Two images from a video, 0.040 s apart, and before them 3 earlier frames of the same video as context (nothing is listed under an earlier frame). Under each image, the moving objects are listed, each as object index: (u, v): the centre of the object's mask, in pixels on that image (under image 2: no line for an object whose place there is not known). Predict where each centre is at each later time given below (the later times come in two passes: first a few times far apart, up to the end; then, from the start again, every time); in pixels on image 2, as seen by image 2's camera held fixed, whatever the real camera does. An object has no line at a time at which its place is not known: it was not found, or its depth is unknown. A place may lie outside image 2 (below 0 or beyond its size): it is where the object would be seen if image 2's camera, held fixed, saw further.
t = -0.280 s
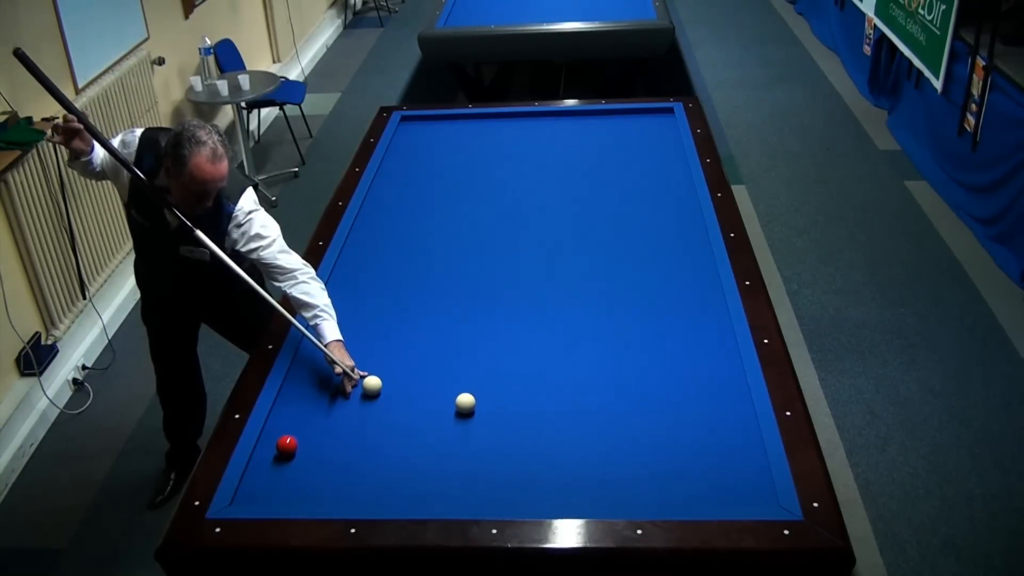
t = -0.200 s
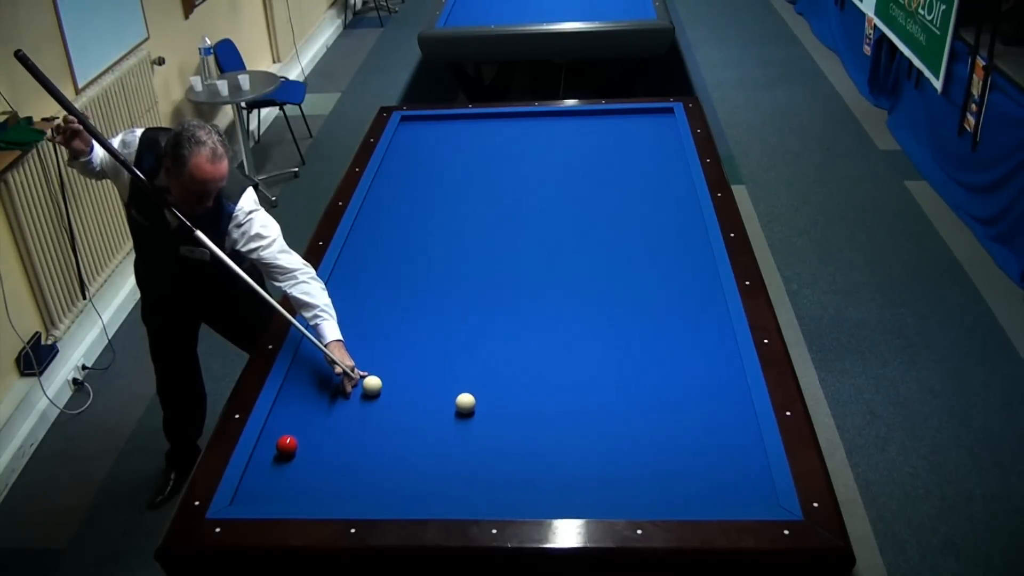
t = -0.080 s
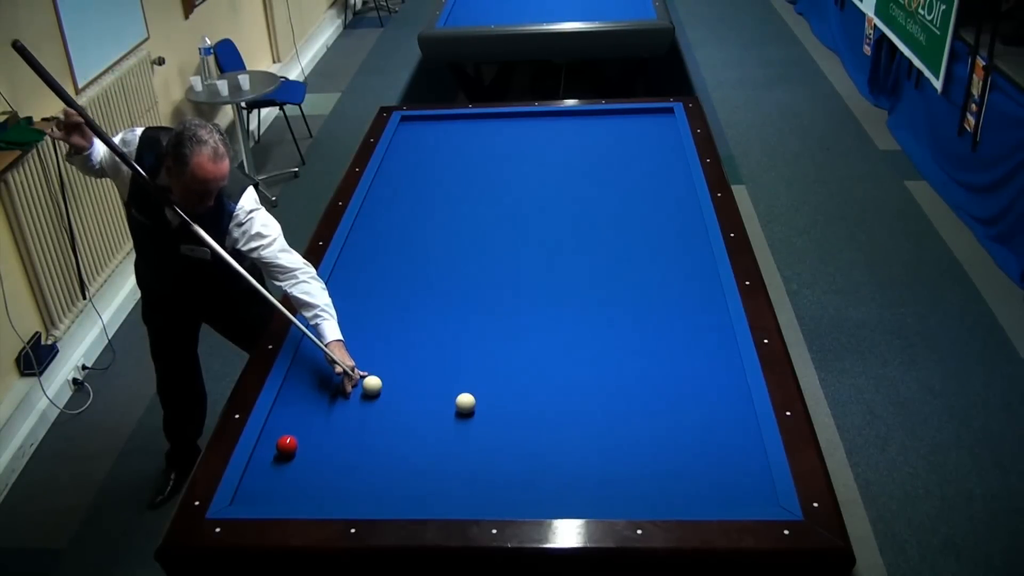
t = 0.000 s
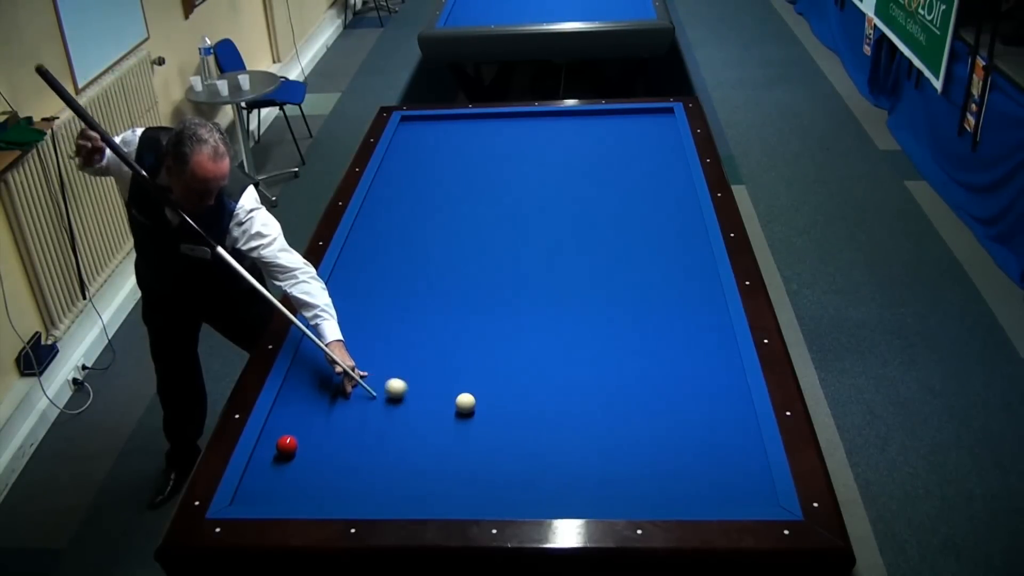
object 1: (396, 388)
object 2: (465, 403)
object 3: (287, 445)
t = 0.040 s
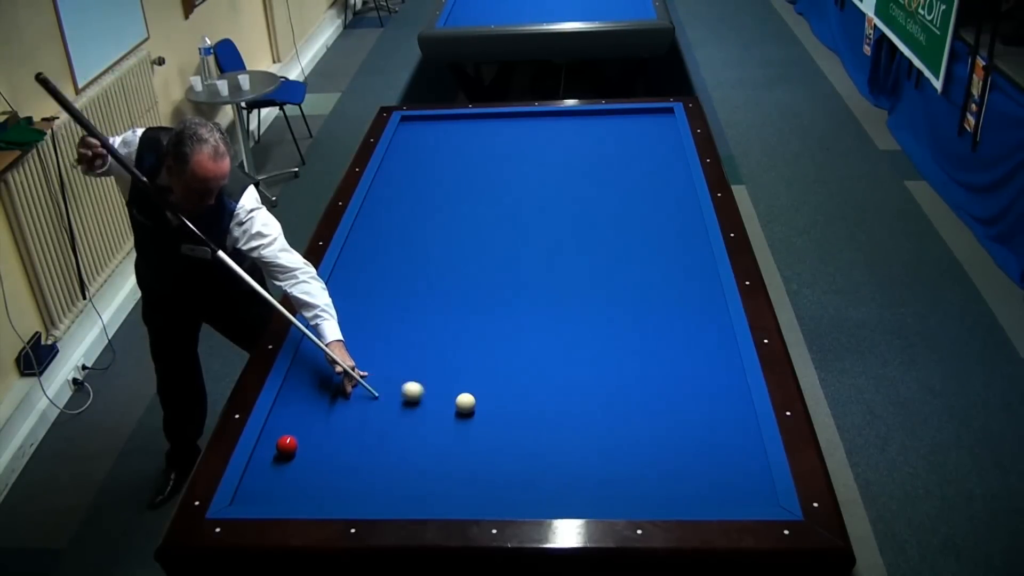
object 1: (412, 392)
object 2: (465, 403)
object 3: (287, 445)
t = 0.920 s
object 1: (387, 455)
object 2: (712, 440)
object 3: (287, 445)
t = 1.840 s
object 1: (309, 486)
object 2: (615, 464)
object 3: (287, 445)
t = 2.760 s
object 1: (268, 455)
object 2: (472, 480)
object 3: (290, 444)
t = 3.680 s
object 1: (275, 444)
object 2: (342, 494)
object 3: (321, 424)
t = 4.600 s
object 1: (277, 442)
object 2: (249, 493)
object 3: (342, 411)
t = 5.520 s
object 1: (277, 442)
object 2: (298, 488)
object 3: (353, 405)
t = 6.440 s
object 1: (277, 442)
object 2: (333, 483)
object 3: (355, 405)
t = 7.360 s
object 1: (277, 442)
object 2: (355, 480)
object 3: (355, 405)
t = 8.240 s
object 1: (277, 442)
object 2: (363, 479)
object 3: (355, 405)
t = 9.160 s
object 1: (277, 442)
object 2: (363, 479)
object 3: (355, 405)
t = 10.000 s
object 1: (277, 442)
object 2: (363, 478)
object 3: (355, 405)
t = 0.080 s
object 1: (428, 395)
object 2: (465, 403)
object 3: (287, 445)
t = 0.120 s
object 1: (444, 399)
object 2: (465, 403)
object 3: (287, 445)
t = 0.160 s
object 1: (446, 401)
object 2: (478, 404)
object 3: (287, 445)
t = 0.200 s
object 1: (445, 402)
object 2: (492, 407)
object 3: (287, 445)
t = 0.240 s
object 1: (443, 404)
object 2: (506, 409)
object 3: (287, 445)
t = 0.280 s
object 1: (440, 407)
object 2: (519, 411)
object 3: (287, 445)
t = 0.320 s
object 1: (438, 409)
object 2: (531, 412)
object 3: (287, 445)
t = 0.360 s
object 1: (434, 412)
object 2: (542, 414)
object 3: (287, 445)
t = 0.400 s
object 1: (431, 415)
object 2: (554, 416)
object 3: (287, 445)
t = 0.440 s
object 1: (428, 419)
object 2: (566, 418)
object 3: (287, 445)
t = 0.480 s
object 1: (424, 421)
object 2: (578, 420)
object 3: (287, 445)
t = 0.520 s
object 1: (421, 424)
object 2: (590, 422)
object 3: (287, 445)
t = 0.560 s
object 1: (418, 428)
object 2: (602, 423)
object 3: (287, 445)
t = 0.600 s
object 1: (415, 430)
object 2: (614, 425)
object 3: (287, 445)
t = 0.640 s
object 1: (411, 434)
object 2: (626, 427)
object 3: (287, 445)
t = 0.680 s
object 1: (408, 436)
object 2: (638, 429)
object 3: (287, 445)
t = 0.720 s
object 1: (404, 440)
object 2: (650, 431)
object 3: (287, 445)
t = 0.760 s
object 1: (401, 443)
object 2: (663, 433)
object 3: (287, 445)
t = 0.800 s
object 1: (398, 446)
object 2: (675, 434)
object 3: (287, 445)
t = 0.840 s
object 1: (394, 449)
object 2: (687, 436)
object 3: (287, 445)
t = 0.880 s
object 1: (391, 452)
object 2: (700, 438)
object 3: (287, 445)
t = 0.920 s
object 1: (387, 455)
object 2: (712, 440)
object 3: (287, 445)
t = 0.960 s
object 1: (384, 458)
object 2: (724, 442)
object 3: (287, 445)
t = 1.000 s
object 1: (381, 461)
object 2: (737, 445)
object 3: (287, 445)
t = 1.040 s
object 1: (377, 465)
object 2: (750, 447)
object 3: (287, 445)
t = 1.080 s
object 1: (374, 468)
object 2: (748, 447)
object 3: (287, 445)
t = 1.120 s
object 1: (370, 471)
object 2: (738, 449)
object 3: (287, 445)
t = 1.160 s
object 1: (367, 474)
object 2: (730, 449)
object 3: (287, 445)
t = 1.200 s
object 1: (364, 477)
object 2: (722, 450)
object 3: (287, 445)
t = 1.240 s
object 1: (360, 480)
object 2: (716, 450)
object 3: (287, 445)
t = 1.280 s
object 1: (357, 483)
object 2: (709, 451)
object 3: (287, 445)
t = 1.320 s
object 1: (353, 486)
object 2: (702, 452)
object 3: (287, 445)
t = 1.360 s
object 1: (350, 489)
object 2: (695, 453)
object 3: (287, 445)
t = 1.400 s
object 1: (347, 492)
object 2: (688, 454)
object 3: (287, 445)
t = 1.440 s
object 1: (343, 494)
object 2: (682, 455)
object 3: (287, 445)
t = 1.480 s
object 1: (340, 497)
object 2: (675, 456)
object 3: (287, 445)
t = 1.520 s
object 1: (336, 497)
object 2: (668, 456)
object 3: (287, 445)
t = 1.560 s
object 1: (333, 495)
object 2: (662, 457)
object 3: (287, 445)
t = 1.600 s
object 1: (329, 494)
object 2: (655, 458)
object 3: (287, 445)
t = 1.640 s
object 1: (326, 493)
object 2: (648, 458)
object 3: (287, 445)
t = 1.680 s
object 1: (323, 491)
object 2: (642, 460)
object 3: (287, 445)
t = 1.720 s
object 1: (319, 490)
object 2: (635, 461)
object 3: (287, 445)
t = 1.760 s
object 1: (316, 488)
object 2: (629, 462)
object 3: (287, 445)
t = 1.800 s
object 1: (312, 487)
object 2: (622, 462)
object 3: (287, 445)
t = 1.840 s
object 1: (309, 486)
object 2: (615, 464)
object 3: (287, 445)
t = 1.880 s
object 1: (306, 485)
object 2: (609, 464)
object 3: (287, 445)
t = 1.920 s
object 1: (303, 483)
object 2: (602, 464)
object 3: (287, 445)
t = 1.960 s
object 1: (299, 482)
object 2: (596, 466)
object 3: (287, 445)
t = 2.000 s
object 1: (296, 481)
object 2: (589, 466)
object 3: (287, 445)
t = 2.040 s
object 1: (293, 480)
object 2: (583, 467)
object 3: (287, 445)
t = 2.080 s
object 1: (290, 478)
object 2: (576, 468)
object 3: (287, 445)
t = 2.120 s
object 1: (287, 477)
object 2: (570, 469)
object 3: (287, 445)
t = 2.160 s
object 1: (284, 476)
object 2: (564, 470)
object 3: (287, 445)
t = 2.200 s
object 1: (281, 475)
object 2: (557, 470)
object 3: (287, 445)
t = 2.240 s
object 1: (278, 473)
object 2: (551, 471)
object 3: (287, 445)
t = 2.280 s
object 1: (276, 472)
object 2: (545, 471)
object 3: (287, 445)
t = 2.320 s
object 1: (272, 471)
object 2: (539, 473)
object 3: (287, 445)
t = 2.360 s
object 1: (270, 470)
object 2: (533, 474)
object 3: (287, 445)
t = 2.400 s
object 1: (267, 468)
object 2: (526, 474)
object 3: (287, 445)
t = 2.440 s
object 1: (264, 467)
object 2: (520, 475)
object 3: (287, 445)
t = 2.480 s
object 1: (262, 466)
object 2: (514, 476)
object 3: (287, 445)
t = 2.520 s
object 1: (259, 465)
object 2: (508, 477)
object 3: (287, 445)
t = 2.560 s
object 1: (259, 463)
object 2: (502, 477)
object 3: (287, 445)
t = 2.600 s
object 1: (261, 462)
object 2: (496, 478)
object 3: (287, 445)
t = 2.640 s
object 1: (264, 459)
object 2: (490, 478)
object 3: (287, 445)
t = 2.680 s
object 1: (266, 457)
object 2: (484, 479)
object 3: (287, 445)
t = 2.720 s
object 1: (267, 456)
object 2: (478, 479)
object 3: (288, 445)
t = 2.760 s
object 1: (268, 455)
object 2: (472, 480)
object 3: (290, 444)
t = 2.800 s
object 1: (268, 455)
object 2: (466, 481)
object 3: (291, 443)
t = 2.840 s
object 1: (268, 455)
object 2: (460, 481)
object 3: (293, 442)
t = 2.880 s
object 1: (269, 453)
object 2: (454, 482)
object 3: (294, 441)
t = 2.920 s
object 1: (269, 453)
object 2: (448, 483)
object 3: (296, 440)
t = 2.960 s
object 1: (270, 452)
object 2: (442, 484)
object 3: (297, 439)
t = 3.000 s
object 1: (270, 452)
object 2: (437, 485)
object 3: (299, 439)
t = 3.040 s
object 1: (270, 451)
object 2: (431, 486)
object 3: (300, 437)
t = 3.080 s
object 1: (271, 450)
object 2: (425, 486)
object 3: (302, 436)
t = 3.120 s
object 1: (271, 450)
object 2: (419, 486)
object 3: (303, 435)
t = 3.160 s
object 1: (271, 449)
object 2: (413, 487)
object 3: (305, 434)
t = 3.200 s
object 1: (272, 449)
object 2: (408, 487)
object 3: (306, 433)
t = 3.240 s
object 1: (272, 449)
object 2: (402, 489)
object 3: (308, 432)
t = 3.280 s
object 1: (272, 448)
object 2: (396, 489)
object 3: (309, 432)
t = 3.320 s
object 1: (273, 448)
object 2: (391, 490)
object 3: (310, 431)
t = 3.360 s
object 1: (273, 447)
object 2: (385, 490)
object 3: (311, 429)
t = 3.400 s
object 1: (273, 447)
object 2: (379, 491)
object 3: (313, 429)
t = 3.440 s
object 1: (274, 446)
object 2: (374, 492)
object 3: (314, 429)
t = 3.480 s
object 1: (274, 447)
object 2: (368, 492)
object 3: (315, 428)
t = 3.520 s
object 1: (274, 446)
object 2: (363, 493)
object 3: (316, 427)
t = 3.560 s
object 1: (274, 446)
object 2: (357, 493)
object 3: (317, 426)
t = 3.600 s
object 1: (275, 445)
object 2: (352, 494)
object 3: (318, 426)
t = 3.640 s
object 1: (275, 445)
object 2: (347, 494)
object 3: (319, 425)
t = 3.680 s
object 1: (275, 444)
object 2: (342, 494)
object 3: (321, 424)
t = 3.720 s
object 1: (275, 444)
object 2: (336, 495)
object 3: (322, 423)
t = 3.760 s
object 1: (276, 444)
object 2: (331, 495)
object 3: (323, 422)
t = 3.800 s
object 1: (276, 444)
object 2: (326, 496)
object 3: (324, 421)
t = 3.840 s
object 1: (276, 443)
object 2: (321, 496)
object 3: (325, 421)
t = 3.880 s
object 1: (276, 443)
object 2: (315, 496)
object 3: (326, 421)
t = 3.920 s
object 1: (276, 443)
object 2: (311, 497)
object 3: (327, 420)
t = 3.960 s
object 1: (277, 443)
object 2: (305, 497)
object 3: (328, 419)
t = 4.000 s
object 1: (277, 443)
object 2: (301, 497)
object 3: (329, 419)
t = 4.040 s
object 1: (277, 442)
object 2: (296, 497)
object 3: (330, 418)
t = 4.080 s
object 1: (277, 442)
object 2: (292, 497)
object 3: (331, 417)
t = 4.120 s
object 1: (277, 442)
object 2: (288, 496)
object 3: (332, 417)
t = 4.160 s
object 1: (277, 442)
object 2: (284, 496)
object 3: (333, 416)
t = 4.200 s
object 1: (277, 442)
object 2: (279, 496)
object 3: (334, 416)
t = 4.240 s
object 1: (277, 442)
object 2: (275, 495)
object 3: (335, 415)
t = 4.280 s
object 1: (277, 442)
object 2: (271, 495)
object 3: (336, 415)
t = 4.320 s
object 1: (277, 442)
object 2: (267, 495)
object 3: (337, 414)
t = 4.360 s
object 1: (277, 442)
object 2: (263, 495)
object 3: (338, 413)
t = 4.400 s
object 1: (277, 442)
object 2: (259, 494)
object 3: (338, 413)
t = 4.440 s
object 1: (277, 442)
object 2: (255, 494)
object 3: (339, 412)
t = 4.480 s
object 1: (277, 442)
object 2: (251, 494)
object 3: (340, 412)
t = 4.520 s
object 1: (277, 442)
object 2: (248, 494)
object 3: (341, 412)
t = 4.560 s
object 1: (277, 442)
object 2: (246, 493)
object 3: (341, 411)
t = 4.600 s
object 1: (277, 442)
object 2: (249, 493)
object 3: (342, 411)
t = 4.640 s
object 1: (277, 442)
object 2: (251, 493)
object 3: (343, 410)
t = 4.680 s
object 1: (277, 442)
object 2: (254, 492)
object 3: (343, 410)
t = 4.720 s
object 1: (277, 442)
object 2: (256, 492)
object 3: (344, 410)
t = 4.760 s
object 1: (277, 442)
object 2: (258, 492)
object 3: (345, 410)
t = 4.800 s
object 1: (277, 442)
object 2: (261, 492)
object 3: (345, 409)
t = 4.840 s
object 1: (277, 442)
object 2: (263, 491)
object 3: (346, 409)
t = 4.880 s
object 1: (277, 442)
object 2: (265, 491)
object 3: (347, 409)
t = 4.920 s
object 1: (277, 442)
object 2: (267, 491)
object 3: (347, 408)
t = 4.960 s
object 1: (277, 442)
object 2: (270, 491)
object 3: (348, 408)
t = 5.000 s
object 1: (277, 442)
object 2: (272, 490)
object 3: (348, 408)
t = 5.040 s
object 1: (277, 442)
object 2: (274, 490)
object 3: (349, 408)
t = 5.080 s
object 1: (277, 442)
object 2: (276, 490)
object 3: (349, 407)
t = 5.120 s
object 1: (277, 442)
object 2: (278, 490)
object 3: (350, 407)
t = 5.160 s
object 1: (277, 442)
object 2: (280, 490)
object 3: (350, 407)
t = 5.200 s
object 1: (277, 442)
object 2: (282, 489)
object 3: (350, 407)
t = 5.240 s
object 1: (277, 442)
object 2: (284, 489)
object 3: (351, 407)
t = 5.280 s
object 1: (277, 442)
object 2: (286, 489)
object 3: (351, 407)
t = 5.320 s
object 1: (277, 442)
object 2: (288, 489)
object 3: (352, 406)
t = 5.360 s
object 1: (277, 442)
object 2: (290, 488)
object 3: (352, 406)
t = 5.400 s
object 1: (277, 442)
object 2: (292, 488)
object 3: (352, 406)
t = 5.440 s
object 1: (277, 442)
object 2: (294, 488)
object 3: (353, 407)
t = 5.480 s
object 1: (277, 442)
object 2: (296, 488)
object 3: (353, 406)
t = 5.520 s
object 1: (277, 442)
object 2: (298, 488)
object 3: (353, 405)
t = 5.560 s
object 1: (277, 442)
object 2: (300, 487)
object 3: (354, 405)
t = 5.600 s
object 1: (277, 442)
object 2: (301, 487)
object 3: (354, 406)
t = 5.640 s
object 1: (277, 442)
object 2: (303, 486)
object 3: (354, 406)
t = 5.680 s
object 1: (277, 442)
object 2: (305, 486)
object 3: (354, 405)
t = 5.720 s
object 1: (277, 442)
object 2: (307, 486)
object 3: (355, 405)
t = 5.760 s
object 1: (277, 442)
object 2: (308, 486)
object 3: (355, 405)
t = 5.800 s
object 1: (277, 442)
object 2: (310, 486)
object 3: (355, 405)
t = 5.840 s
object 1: (277, 442)
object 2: (312, 485)
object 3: (355, 405)
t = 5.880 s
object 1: (277, 442)
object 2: (313, 485)
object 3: (355, 406)
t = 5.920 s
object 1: (277, 442)
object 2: (315, 485)
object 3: (355, 405)
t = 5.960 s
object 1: (277, 442)
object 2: (316, 485)
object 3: (355, 405)
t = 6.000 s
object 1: (277, 442)
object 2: (318, 485)
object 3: (355, 406)
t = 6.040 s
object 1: (277, 442)
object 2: (319, 485)
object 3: (355, 405)
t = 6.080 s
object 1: (277, 442)
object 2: (321, 484)
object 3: (355, 405)
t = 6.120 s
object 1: (277, 442)
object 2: (322, 484)
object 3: (355, 406)
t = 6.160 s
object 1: (277, 442)
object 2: (324, 484)
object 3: (355, 405)
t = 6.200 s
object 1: (277, 442)
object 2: (325, 484)
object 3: (355, 405)
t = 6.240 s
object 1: (277, 442)
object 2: (327, 484)
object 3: (355, 406)
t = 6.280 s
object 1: (277, 442)
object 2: (328, 483)
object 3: (355, 405)
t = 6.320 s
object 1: (277, 442)
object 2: (329, 483)
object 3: (355, 405)
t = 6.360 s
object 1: (277, 442)
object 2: (331, 483)
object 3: (355, 405)
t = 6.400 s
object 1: (277, 442)
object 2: (332, 483)
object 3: (355, 405)
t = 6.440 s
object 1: (277, 442)
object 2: (333, 483)
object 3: (355, 405)
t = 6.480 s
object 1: (277, 442)
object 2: (334, 483)
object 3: (355, 405)
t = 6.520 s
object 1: (277, 442)
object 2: (336, 483)
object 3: (355, 405)
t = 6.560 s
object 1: (277, 442)
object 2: (337, 482)
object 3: (355, 405)
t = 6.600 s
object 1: (277, 442)
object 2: (338, 482)
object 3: (355, 405)
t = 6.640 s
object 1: (277, 442)
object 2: (339, 482)
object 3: (355, 405)
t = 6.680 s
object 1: (277, 442)
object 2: (340, 482)
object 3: (355, 405)
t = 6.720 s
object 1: (277, 442)
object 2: (341, 482)
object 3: (355, 405)
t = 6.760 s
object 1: (277, 442)
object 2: (342, 482)
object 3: (355, 405)
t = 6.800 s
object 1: (277, 442)
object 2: (344, 482)
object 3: (355, 405)
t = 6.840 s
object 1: (277, 442)
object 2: (344, 481)
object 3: (355, 405)
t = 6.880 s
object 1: (277, 442)
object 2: (345, 481)
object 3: (355, 405)
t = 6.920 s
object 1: (277, 442)
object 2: (346, 481)
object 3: (355, 405)
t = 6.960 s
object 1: (277, 442)
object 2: (347, 481)
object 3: (355, 405)
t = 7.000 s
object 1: (277, 442)
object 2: (348, 481)
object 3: (355, 405)
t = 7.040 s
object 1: (277, 442)
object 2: (349, 481)
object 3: (355, 405)
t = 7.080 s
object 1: (277, 442)
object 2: (350, 481)
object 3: (355, 405)
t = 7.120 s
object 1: (277, 442)
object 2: (350, 481)
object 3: (355, 405)
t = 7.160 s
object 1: (277, 442)
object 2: (351, 481)
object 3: (355, 405)
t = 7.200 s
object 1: (277, 442)
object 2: (352, 481)
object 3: (355, 405)
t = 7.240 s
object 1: (277, 442)
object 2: (353, 480)
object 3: (355, 405)
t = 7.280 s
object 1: (277, 442)
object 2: (354, 480)
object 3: (355, 405)
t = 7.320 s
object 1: (277, 442)
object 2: (354, 480)
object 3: (355, 405)
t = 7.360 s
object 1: (277, 442)
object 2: (355, 480)
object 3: (355, 405)
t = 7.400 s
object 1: (277, 442)
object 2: (356, 480)
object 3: (355, 405)
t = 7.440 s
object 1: (277, 442)
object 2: (356, 479)
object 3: (355, 405)
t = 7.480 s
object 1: (277, 442)
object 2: (357, 480)
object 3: (355, 405)
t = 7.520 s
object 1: (277, 442)
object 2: (357, 480)
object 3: (355, 405)
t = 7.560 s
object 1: (277, 442)
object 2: (358, 480)
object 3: (355, 405)
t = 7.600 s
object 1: (277, 442)
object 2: (358, 479)
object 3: (355, 405)
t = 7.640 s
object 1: (277, 442)
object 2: (359, 479)
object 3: (355, 405)
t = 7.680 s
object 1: (277, 442)
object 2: (359, 479)
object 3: (355, 405)
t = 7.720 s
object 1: (277, 442)
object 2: (360, 479)
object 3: (355, 405)
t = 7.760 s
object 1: (277, 442)
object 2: (360, 479)
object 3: (355, 405)
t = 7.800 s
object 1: (277, 442)
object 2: (361, 479)
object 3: (355, 405)
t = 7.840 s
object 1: (277, 442)
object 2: (361, 479)
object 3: (355, 405)
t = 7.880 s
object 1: (277, 442)
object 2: (361, 479)
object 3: (355, 405)
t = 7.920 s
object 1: (277, 442)
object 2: (362, 479)
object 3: (355, 405)
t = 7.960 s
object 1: (277, 442)
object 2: (362, 479)
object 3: (355, 405)
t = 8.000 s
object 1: (277, 442)
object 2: (362, 478)
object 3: (355, 405)
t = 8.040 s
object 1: (277, 442)
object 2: (362, 479)
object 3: (355, 405)
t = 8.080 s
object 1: (277, 442)
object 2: (362, 479)
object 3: (355, 405)
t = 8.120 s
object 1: (277, 442)
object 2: (363, 479)
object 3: (355, 405)
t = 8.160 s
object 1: (277, 442)
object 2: (363, 479)
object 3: (355, 405)
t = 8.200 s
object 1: (277, 442)
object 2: (363, 479)
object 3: (355, 405)
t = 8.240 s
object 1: (277, 442)
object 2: (363, 479)
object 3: (355, 405)
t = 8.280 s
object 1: (277, 442)
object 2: (363, 479)
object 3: (355, 405)
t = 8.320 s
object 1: (277, 442)
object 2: (363, 479)
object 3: (355, 405)
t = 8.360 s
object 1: (277, 442)
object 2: (363, 479)
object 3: (355, 405)
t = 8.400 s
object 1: (277, 442)
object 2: (363, 479)
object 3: (355, 405)
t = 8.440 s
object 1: (277, 442)
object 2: (363, 479)
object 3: (355, 405)
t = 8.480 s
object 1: (277, 442)
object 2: (363, 479)
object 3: (355, 405)
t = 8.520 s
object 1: (277, 442)
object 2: (363, 479)
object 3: (355, 405)
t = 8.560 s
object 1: (277, 442)
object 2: (363, 479)
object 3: (355, 405)
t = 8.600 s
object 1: (277, 442)
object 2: (363, 479)
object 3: (355, 405)
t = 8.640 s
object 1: (277, 442)
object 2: (363, 479)
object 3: (355, 405)
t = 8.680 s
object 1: (277, 442)
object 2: (363, 479)
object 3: (355, 405)
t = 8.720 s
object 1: (277, 442)
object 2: (363, 479)
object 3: (355, 405)
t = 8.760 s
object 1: (277, 442)
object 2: (363, 479)
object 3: (355, 405)
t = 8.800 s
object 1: (277, 442)
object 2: (363, 479)
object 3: (355, 405)
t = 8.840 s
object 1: (277, 442)
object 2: (363, 479)
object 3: (355, 405)
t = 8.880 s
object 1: (277, 442)
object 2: (363, 479)
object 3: (355, 405)
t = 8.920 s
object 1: (277, 442)
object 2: (363, 479)
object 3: (355, 405)
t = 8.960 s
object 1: (277, 442)
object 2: (363, 479)
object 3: (355, 405)
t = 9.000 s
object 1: (277, 442)
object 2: (363, 479)
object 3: (355, 405)
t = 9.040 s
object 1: (277, 442)
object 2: (363, 479)
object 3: (355, 405)
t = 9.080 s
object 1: (277, 442)
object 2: (363, 479)
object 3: (355, 405)
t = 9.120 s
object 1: (277, 442)
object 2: (363, 479)
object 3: (355, 405)
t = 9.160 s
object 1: (277, 442)
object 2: (363, 479)
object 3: (355, 405)
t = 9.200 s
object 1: (277, 442)
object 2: (363, 479)
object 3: (355, 406)
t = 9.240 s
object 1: (277, 442)
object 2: (363, 479)
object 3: (355, 405)
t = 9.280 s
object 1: (277, 442)
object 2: (363, 478)
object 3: (355, 405)
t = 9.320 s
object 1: (277, 442)
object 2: (363, 479)
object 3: (355, 406)
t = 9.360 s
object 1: (277, 442)
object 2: (363, 479)
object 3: (355, 405)
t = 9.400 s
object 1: (277, 442)
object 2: (363, 479)
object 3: (355, 406)
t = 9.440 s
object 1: (277, 442)
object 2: (363, 479)
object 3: (355, 406)
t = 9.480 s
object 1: (277, 442)
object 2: (363, 479)
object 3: (355, 405)
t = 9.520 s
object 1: (277, 442)
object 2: (363, 479)
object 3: (355, 405)
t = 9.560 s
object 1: (277, 442)
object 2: (363, 479)
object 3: (355, 405)
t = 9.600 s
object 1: (277, 442)
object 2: (363, 479)
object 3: (355, 405)
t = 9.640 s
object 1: (277, 442)
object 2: (363, 479)
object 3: (355, 405)
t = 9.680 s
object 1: (277, 442)
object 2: (363, 479)
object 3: (355, 406)
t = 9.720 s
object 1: (277, 442)
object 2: (363, 479)
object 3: (355, 406)
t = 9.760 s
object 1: (277, 442)
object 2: (363, 479)
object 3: (355, 405)
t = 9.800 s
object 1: (277, 442)
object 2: (363, 479)
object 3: (355, 406)
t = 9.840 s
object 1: (277, 442)
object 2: (363, 479)
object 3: (355, 405)
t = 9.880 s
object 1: (277, 442)
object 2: (363, 479)
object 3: (355, 406)
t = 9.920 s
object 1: (277, 442)
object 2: (363, 479)
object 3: (355, 406)
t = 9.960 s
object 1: (277, 442)
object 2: (363, 479)
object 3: (355, 406)
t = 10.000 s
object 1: (277, 442)
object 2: (363, 478)
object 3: (355, 405)
